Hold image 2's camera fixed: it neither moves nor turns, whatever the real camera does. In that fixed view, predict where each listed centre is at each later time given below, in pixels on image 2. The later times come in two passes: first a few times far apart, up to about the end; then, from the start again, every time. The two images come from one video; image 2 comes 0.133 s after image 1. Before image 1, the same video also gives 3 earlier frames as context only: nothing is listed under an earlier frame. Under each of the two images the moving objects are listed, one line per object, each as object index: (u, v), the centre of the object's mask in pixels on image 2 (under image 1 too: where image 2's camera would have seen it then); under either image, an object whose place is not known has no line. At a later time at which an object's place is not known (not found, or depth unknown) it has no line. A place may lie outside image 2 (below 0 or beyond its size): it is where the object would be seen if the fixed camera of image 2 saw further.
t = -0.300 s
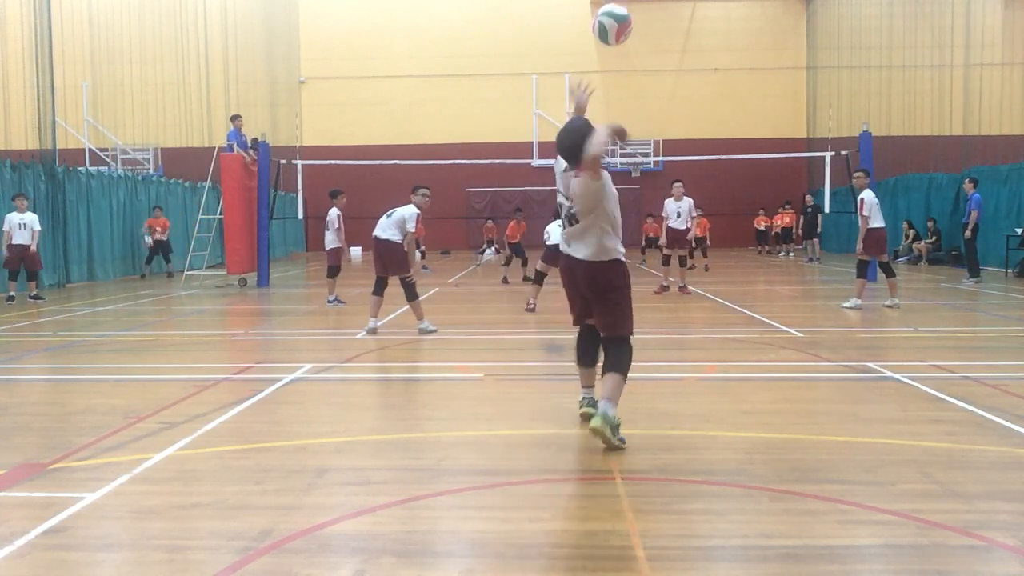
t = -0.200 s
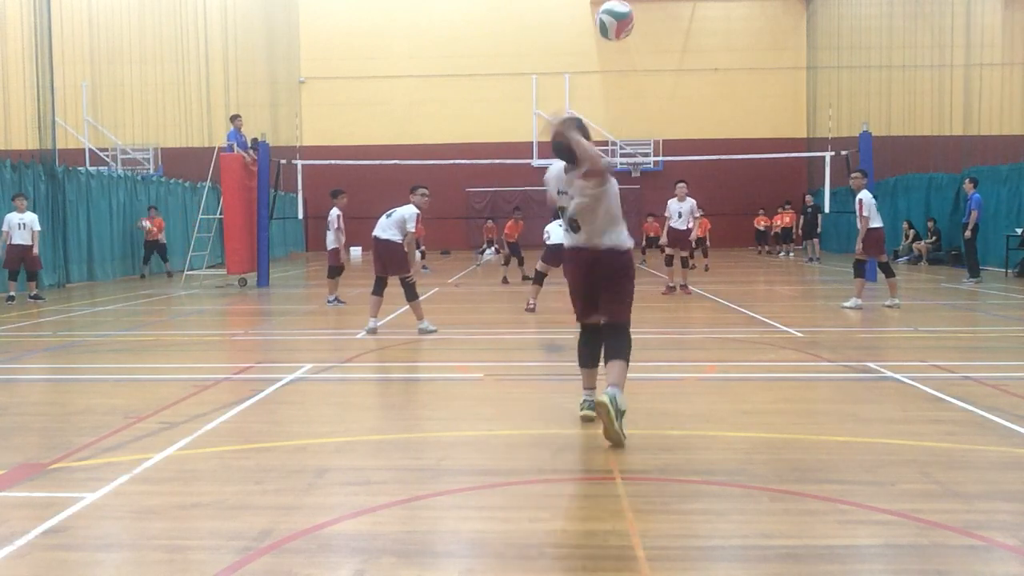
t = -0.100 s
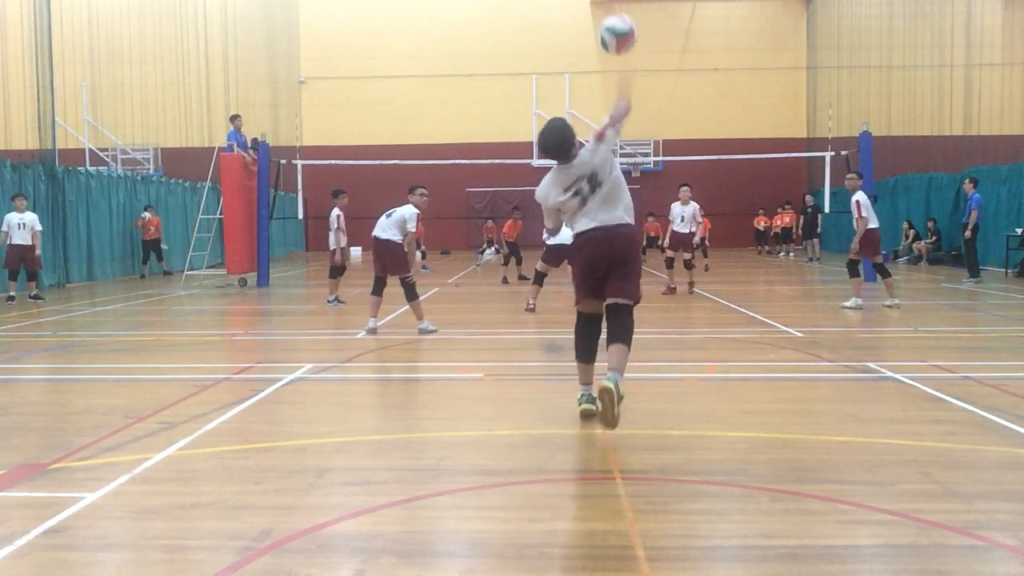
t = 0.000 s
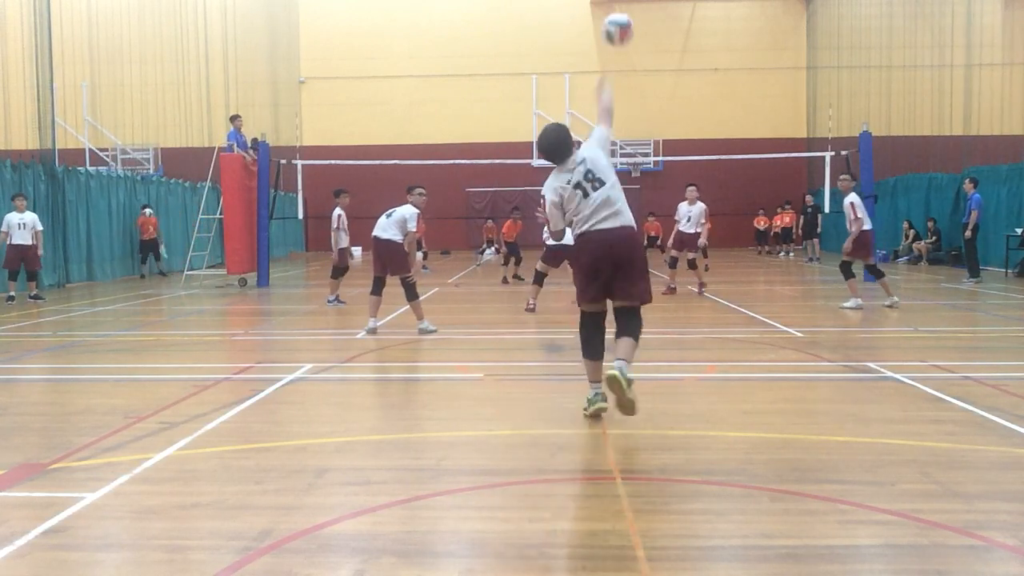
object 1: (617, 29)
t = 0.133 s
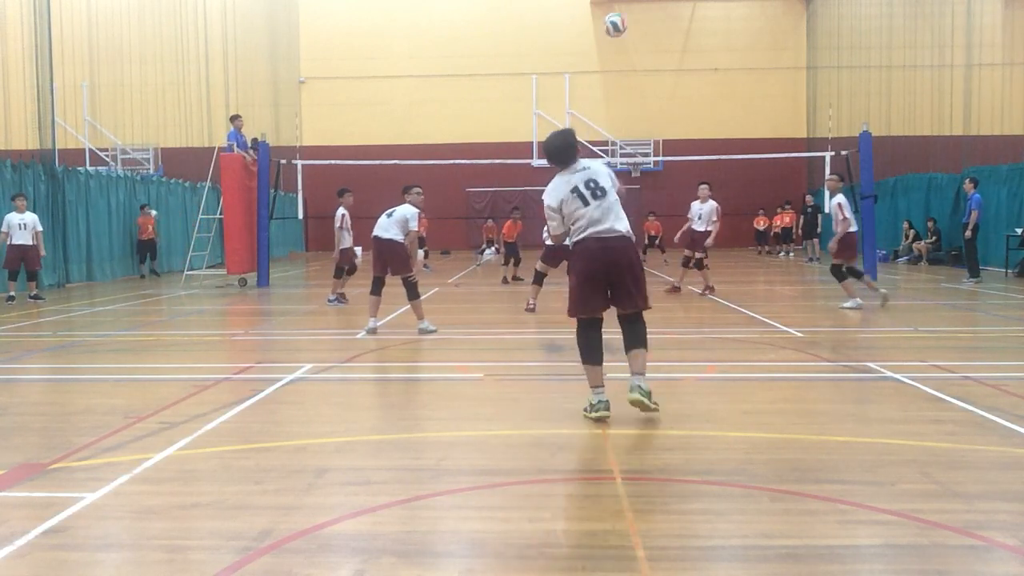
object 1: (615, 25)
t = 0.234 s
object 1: (613, 35)
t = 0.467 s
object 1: (617, 83)
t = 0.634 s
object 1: (620, 122)
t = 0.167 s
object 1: (614, 28)
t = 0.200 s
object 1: (613, 31)
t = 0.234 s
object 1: (613, 35)
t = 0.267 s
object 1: (613, 40)
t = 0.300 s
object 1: (613, 46)
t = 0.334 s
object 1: (613, 53)
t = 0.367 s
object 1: (614, 60)
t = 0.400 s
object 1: (615, 67)
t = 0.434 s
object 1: (616, 74)
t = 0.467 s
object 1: (617, 83)
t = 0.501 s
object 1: (617, 90)
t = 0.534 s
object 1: (617, 98)
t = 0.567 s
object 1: (618, 106)
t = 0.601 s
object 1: (619, 114)
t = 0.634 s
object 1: (620, 122)
